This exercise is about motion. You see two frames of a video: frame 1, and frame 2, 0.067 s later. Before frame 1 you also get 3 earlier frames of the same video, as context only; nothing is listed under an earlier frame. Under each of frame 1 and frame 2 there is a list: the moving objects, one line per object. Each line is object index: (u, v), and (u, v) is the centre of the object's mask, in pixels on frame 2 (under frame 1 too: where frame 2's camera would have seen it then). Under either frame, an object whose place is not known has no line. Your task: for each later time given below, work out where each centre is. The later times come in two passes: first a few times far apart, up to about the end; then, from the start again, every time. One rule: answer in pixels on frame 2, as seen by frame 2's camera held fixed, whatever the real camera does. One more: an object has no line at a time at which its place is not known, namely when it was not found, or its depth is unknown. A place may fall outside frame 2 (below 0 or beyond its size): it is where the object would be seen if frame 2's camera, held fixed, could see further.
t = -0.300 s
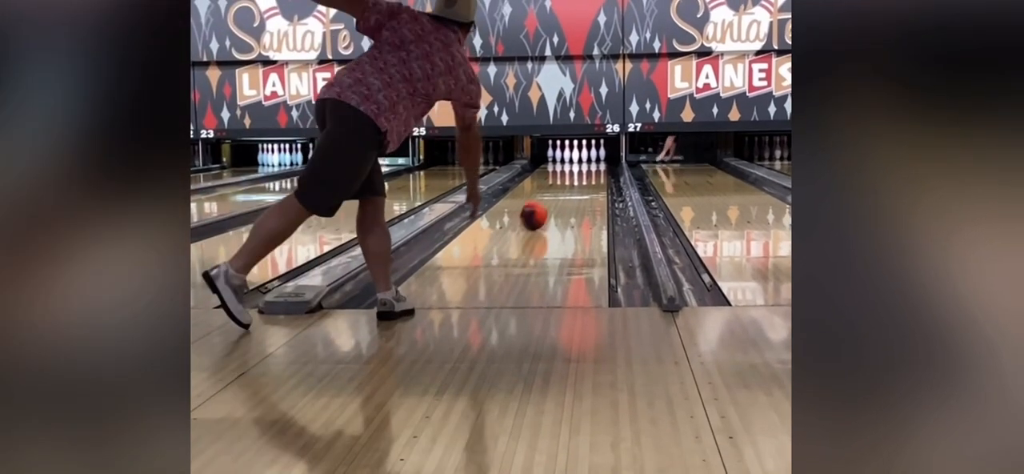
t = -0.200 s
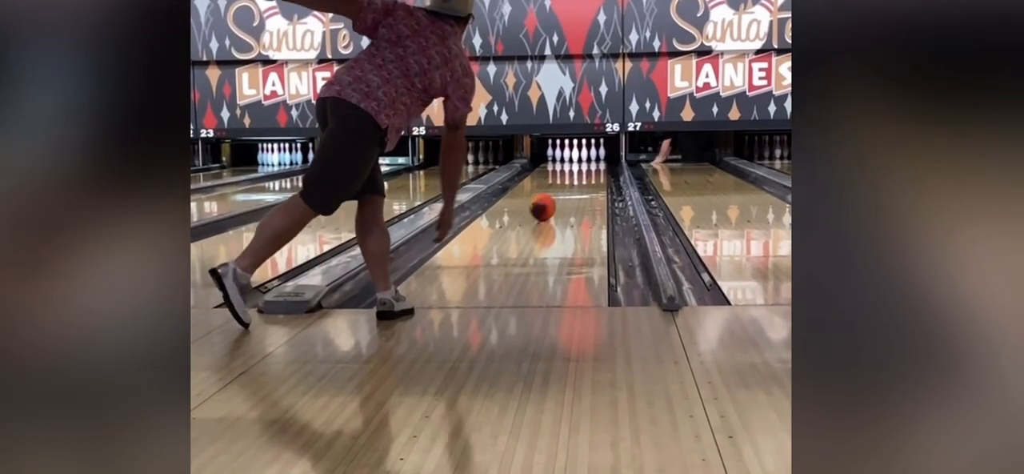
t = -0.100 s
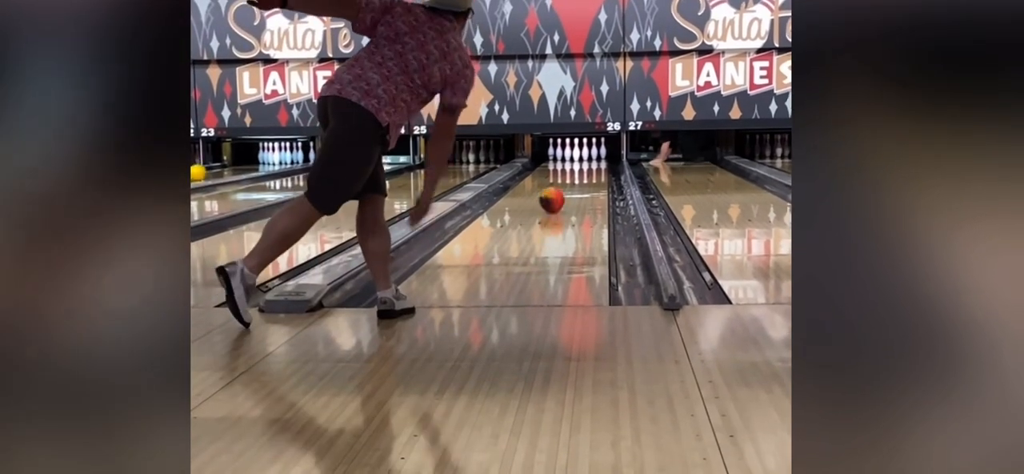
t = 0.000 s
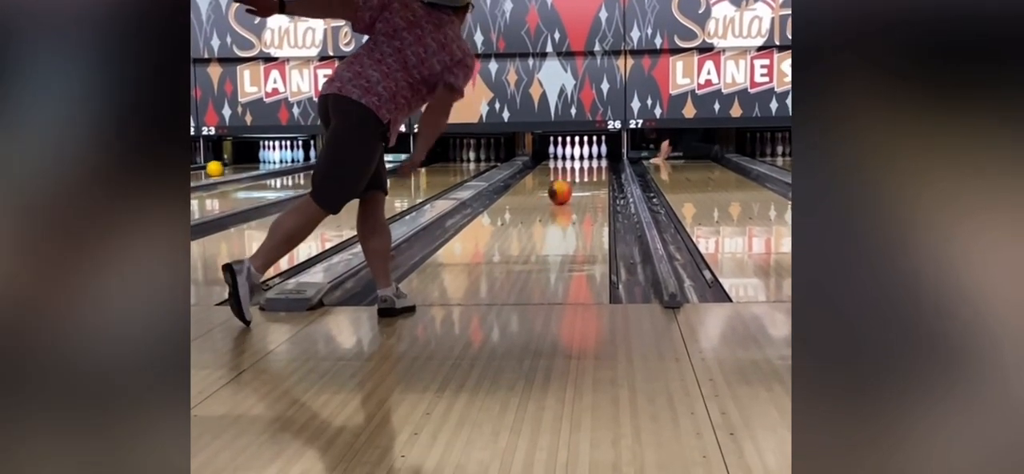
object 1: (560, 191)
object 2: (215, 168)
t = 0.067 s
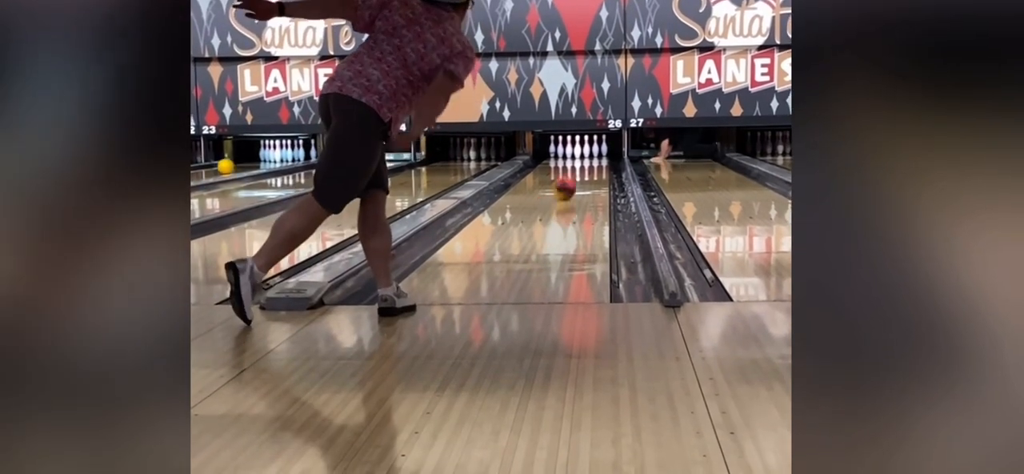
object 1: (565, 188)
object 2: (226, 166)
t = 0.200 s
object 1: (572, 182)
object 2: (245, 163)
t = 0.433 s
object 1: (580, 174)
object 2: (274, 159)
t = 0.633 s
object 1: (588, 168)
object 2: (294, 156)
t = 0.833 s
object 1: (591, 163)
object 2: (311, 153)
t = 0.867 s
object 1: (592, 163)
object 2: (312, 153)
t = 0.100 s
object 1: (566, 187)
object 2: (231, 165)
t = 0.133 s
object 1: (568, 185)
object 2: (235, 164)
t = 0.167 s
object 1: (571, 183)
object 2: (240, 164)
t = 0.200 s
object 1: (572, 182)
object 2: (245, 163)
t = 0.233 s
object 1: (573, 181)
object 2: (249, 162)
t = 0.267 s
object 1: (574, 180)
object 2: (253, 162)
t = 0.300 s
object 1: (576, 178)
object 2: (258, 161)
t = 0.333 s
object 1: (578, 177)
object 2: (261, 161)
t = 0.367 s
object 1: (579, 175)
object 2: (265, 160)
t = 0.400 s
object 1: (580, 175)
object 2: (270, 160)
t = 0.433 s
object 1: (580, 174)
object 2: (274, 159)
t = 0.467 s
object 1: (584, 173)
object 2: (277, 159)
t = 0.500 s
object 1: (583, 172)
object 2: (281, 158)
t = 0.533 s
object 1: (585, 170)
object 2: (284, 158)
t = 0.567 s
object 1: (586, 170)
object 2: (287, 157)
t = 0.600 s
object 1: (587, 169)
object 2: (291, 157)
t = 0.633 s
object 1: (588, 168)
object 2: (294, 156)
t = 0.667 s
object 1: (589, 167)
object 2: (297, 155)
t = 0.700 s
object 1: (589, 166)
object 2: (300, 155)
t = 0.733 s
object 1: (589, 165)
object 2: (303, 154)
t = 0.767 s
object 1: (590, 165)
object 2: (306, 154)
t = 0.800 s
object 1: (590, 164)
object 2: (309, 153)
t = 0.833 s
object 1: (591, 163)
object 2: (311, 153)
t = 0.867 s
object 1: (592, 163)
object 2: (312, 153)
